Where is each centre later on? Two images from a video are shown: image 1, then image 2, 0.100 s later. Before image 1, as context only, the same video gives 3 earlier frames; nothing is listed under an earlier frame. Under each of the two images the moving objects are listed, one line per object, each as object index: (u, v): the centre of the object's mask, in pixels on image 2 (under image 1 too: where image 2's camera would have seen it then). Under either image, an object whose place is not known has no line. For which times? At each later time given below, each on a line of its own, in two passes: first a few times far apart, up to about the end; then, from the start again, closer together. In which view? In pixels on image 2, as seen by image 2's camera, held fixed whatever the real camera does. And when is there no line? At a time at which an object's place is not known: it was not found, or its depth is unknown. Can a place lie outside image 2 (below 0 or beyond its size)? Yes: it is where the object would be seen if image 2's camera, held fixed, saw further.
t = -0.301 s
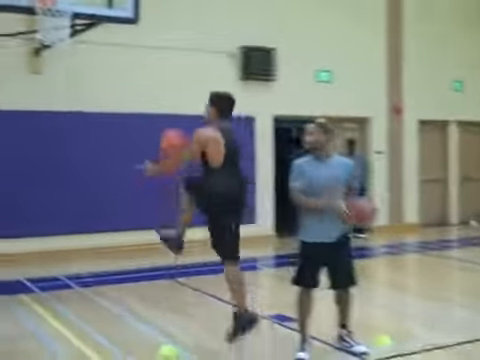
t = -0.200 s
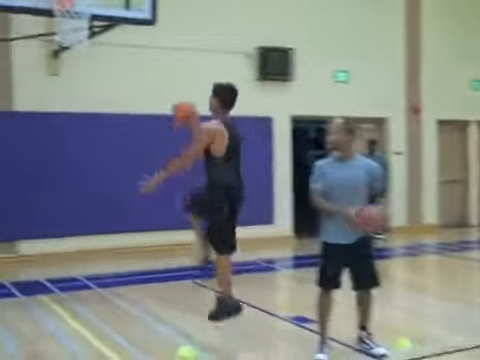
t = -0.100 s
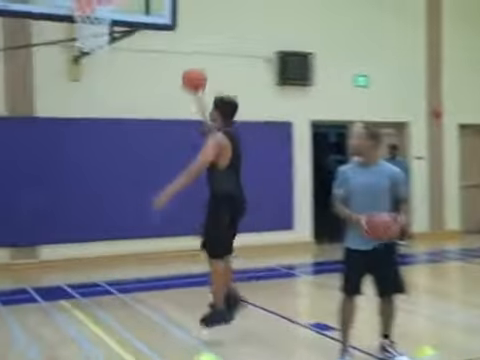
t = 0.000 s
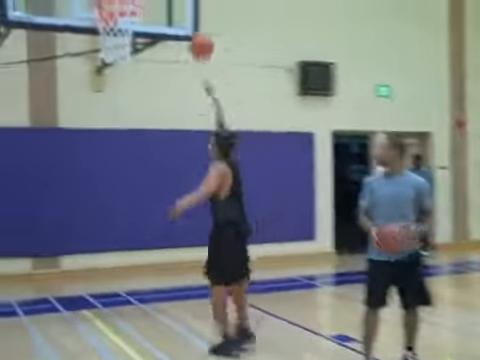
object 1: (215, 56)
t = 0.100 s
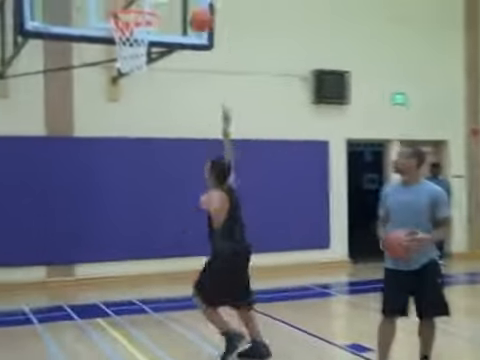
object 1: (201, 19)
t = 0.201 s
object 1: (188, 2)
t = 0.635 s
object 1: (127, 1)
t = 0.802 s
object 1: (120, 2)
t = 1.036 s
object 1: (124, 8)
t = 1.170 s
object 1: (146, 31)
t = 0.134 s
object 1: (198, 12)
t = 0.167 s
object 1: (195, 6)
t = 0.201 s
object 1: (188, 2)
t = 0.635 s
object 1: (127, 1)
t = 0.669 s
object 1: (123, 2)
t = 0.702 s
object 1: (121, 4)
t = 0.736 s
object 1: (122, 4)
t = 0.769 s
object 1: (120, 3)
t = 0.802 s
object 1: (120, 2)
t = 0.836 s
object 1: (119, 1)
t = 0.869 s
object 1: (119, 1)
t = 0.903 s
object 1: (120, 1)
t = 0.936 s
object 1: (122, 4)
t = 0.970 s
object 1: (122, 6)
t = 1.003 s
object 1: (123, 7)
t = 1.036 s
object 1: (124, 8)
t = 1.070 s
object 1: (127, 9)
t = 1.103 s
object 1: (136, 19)
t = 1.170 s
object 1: (146, 31)
